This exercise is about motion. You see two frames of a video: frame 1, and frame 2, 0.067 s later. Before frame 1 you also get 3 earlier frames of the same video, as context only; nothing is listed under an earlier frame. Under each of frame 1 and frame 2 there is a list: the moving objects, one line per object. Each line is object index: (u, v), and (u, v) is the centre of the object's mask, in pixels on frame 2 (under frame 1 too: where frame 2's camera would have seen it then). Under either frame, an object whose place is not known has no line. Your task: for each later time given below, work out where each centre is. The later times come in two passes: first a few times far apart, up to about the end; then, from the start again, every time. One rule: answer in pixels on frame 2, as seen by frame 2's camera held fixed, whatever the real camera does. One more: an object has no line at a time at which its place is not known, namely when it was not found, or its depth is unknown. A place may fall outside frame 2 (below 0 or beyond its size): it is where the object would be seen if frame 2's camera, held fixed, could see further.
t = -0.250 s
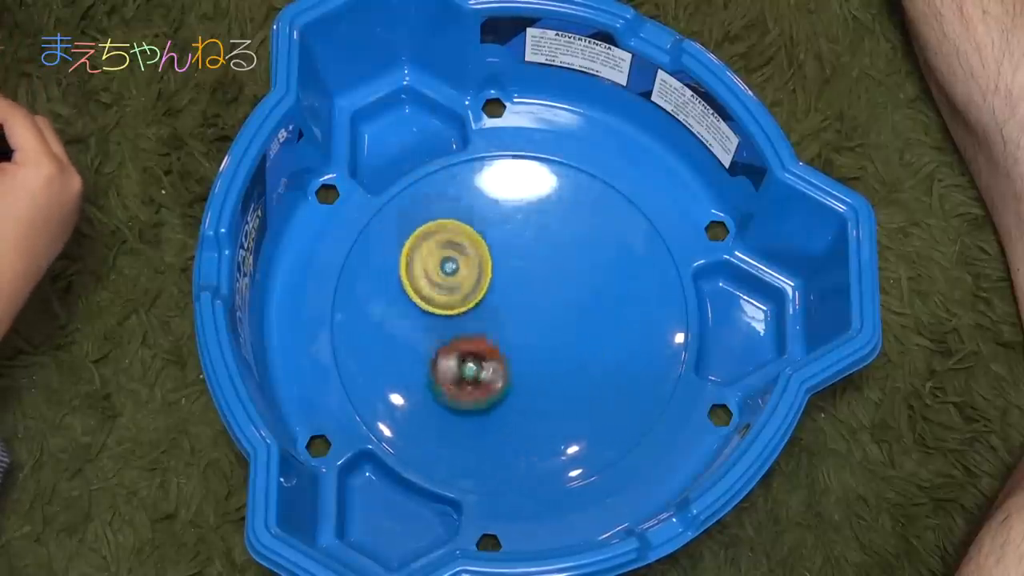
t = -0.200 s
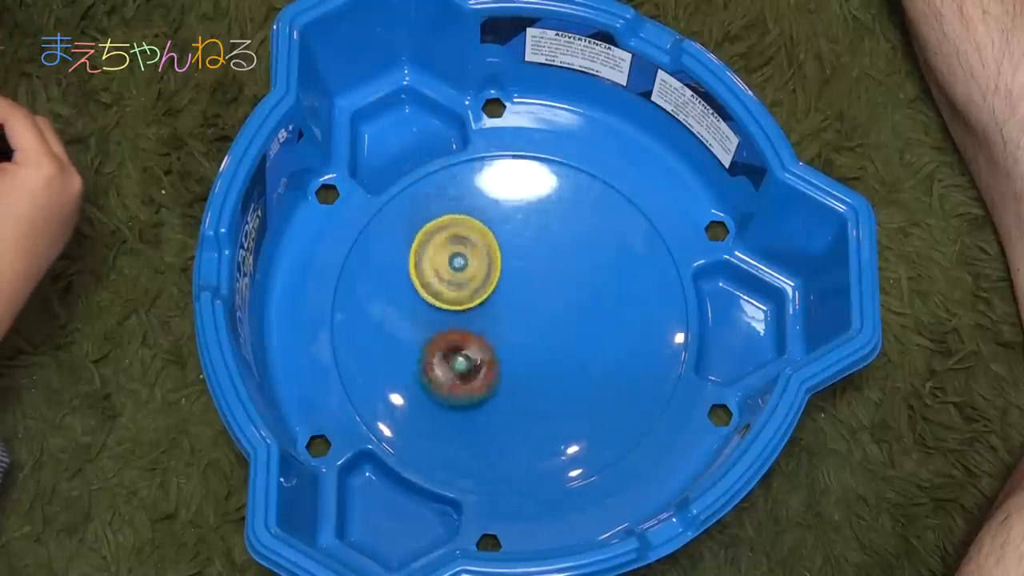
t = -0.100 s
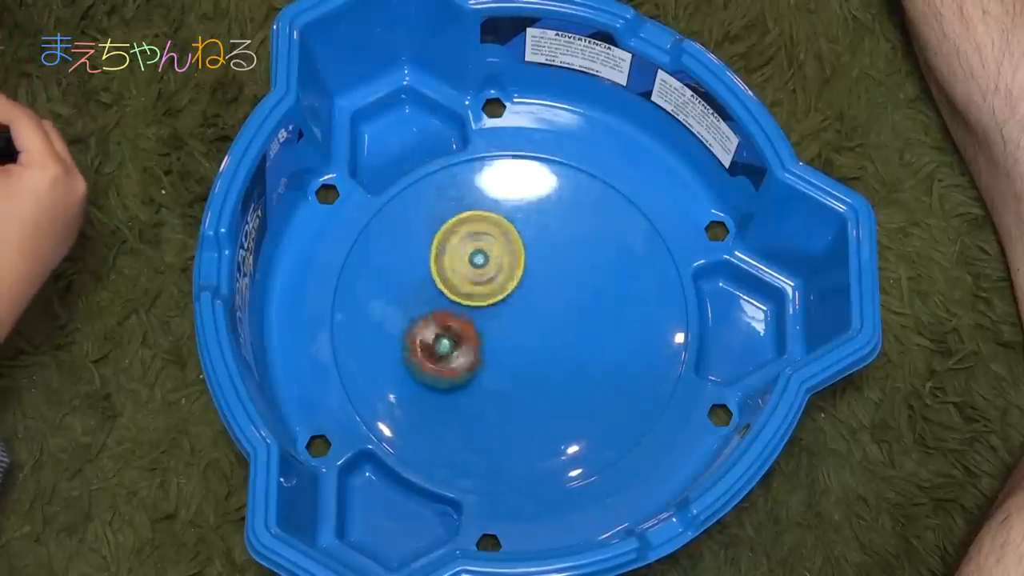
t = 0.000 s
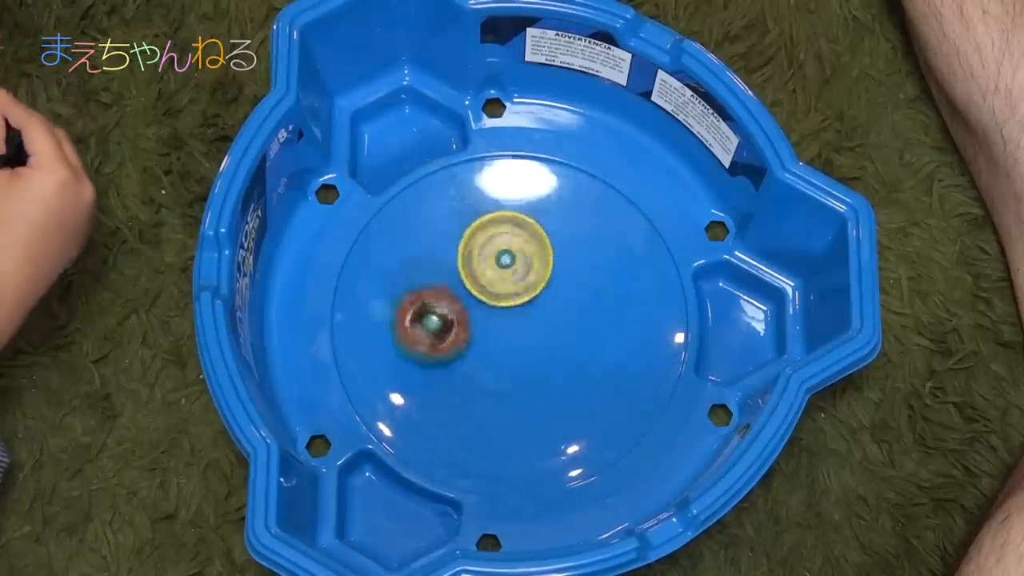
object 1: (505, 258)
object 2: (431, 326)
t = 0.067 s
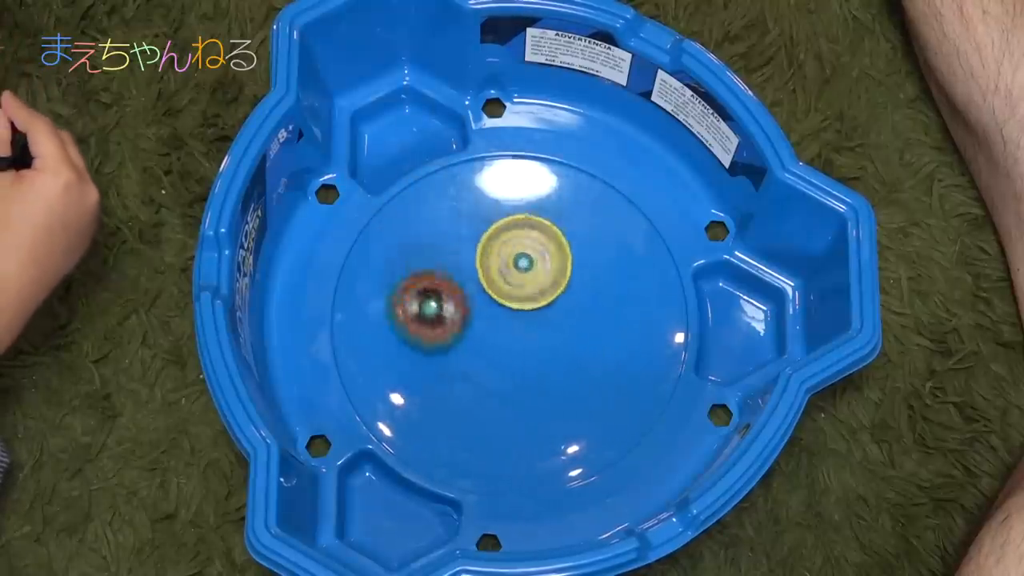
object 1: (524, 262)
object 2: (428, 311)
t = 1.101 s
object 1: (440, 330)
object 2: (558, 316)
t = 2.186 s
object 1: (538, 365)
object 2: (474, 297)
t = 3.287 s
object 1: (554, 264)
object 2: (550, 346)
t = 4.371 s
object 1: (448, 341)
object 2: (499, 246)
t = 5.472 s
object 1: (485, 337)
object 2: (510, 262)
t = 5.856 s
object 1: (490, 326)
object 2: (532, 264)
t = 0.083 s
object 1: (529, 263)
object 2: (428, 308)
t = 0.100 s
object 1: (533, 265)
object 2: (426, 303)
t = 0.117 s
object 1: (538, 267)
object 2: (428, 299)
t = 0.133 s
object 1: (543, 268)
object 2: (429, 297)
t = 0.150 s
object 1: (547, 271)
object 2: (428, 294)
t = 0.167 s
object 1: (551, 273)
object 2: (430, 289)
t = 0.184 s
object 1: (555, 276)
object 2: (433, 285)
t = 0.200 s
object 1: (559, 279)
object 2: (433, 284)
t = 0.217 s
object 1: (561, 282)
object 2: (433, 279)
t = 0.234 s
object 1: (564, 284)
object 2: (437, 274)
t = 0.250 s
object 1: (567, 288)
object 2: (439, 273)
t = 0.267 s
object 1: (569, 291)
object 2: (440, 270)
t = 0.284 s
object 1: (570, 294)
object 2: (442, 266)
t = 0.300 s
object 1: (573, 298)
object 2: (446, 263)
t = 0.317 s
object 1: (573, 301)
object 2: (448, 261)
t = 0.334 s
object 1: (574, 305)
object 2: (449, 258)
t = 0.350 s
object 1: (575, 308)
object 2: (454, 256)
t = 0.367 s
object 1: (575, 313)
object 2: (458, 255)
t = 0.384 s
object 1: (574, 315)
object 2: (460, 253)
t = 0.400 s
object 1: (574, 319)
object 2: (463, 249)
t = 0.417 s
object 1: (573, 323)
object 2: (468, 248)
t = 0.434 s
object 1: (571, 326)
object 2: (472, 247)
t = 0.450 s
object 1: (571, 329)
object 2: (474, 246)
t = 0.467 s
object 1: (569, 333)
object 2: (479, 245)
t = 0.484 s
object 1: (566, 336)
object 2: (484, 244)
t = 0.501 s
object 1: (564, 339)
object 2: (486, 244)
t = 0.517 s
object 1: (562, 343)
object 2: (489, 243)
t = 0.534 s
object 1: (559, 346)
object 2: (495, 243)
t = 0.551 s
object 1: (556, 349)
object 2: (498, 244)
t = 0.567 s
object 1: (553, 352)
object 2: (500, 244)
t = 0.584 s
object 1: (550, 355)
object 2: (505, 244)
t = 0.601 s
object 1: (546, 358)
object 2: (510, 244)
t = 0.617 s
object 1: (543, 360)
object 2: (512, 246)
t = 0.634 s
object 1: (539, 363)
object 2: (515, 246)
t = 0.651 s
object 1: (534, 365)
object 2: (520, 247)
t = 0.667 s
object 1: (531, 367)
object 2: (523, 249)
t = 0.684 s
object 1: (527, 369)
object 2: (526, 251)
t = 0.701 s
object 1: (522, 370)
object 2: (529, 251)
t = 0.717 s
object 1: (517, 372)
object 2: (534, 253)
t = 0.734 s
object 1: (513, 373)
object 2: (537, 256)
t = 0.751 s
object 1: (508, 374)
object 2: (538, 258)
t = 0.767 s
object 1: (504, 374)
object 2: (541, 259)
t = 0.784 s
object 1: (500, 375)
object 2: (546, 262)
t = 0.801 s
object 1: (495, 375)
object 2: (547, 264)
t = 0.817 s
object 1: (490, 375)
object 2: (549, 266)
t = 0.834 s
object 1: (487, 373)
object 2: (552, 268)
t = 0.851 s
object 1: (483, 373)
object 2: (554, 272)
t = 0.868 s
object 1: (478, 372)
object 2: (554, 274)
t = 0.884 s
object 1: (474, 370)
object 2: (556, 277)
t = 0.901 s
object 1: (471, 368)
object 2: (559, 279)
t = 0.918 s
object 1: (467, 366)
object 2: (560, 283)
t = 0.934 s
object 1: (463, 363)
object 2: (560, 285)
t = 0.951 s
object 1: (461, 361)
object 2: (561, 287)
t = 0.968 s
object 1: (457, 358)
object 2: (562, 292)
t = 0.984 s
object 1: (454, 355)
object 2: (561, 295)
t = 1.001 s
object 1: (452, 352)
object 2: (560, 296)
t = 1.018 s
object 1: (449, 349)
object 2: (562, 299)
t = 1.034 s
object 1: (447, 346)
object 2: (562, 303)
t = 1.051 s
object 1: (445, 341)
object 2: (560, 307)
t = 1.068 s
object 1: (444, 338)
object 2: (560, 309)
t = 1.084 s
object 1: (442, 335)
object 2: (561, 312)
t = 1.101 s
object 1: (440, 330)
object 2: (558, 316)
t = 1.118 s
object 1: (440, 326)
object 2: (556, 318)
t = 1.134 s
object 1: (439, 322)
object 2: (555, 320)
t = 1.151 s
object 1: (438, 318)
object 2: (555, 324)
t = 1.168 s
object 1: (438, 313)
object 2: (552, 328)
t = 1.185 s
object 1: (439, 310)
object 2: (551, 329)
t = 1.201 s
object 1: (439, 305)
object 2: (551, 331)
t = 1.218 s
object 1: (439, 301)
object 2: (549, 335)
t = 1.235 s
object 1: (440, 296)
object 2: (546, 336)
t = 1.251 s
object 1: (441, 293)
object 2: (545, 338)
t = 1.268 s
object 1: (442, 289)
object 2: (544, 340)
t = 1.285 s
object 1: (445, 284)
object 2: (540, 343)
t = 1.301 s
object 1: (446, 281)
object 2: (537, 345)
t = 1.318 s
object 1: (448, 278)
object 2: (536, 345)
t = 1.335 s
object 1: (450, 274)
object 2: (535, 348)
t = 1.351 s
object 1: (454, 271)
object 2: (531, 350)
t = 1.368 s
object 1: (456, 268)
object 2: (529, 351)
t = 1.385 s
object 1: (458, 265)
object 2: (528, 351)
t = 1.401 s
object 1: (462, 262)
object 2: (526, 354)
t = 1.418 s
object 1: (465, 261)
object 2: (522, 355)
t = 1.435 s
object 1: (468, 259)
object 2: (521, 355)
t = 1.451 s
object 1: (472, 256)
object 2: (520, 355)
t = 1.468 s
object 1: (477, 255)
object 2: (517, 357)
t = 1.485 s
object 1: (480, 255)
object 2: (514, 357)
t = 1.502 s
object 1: (484, 253)
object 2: (513, 357)
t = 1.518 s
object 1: (489, 252)
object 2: (512, 357)
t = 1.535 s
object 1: (493, 253)
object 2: (509, 358)
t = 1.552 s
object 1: (497, 252)
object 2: (504, 357)
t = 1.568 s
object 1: (501, 252)
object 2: (504, 356)
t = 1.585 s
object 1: (506, 252)
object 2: (503, 356)
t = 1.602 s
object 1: (510, 254)
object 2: (500, 356)
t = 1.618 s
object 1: (514, 254)
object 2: (496, 355)
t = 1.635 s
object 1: (519, 255)
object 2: (494, 354)
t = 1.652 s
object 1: (524, 257)
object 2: (494, 354)
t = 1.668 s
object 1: (528, 259)
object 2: (489, 352)
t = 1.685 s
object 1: (532, 260)
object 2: (487, 350)
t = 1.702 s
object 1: (537, 262)
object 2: (486, 349)
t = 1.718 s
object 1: (540, 265)
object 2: (485, 349)
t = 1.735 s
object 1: (544, 267)
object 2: (481, 348)
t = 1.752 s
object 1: (548, 270)
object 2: (479, 345)
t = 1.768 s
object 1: (552, 273)
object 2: (478, 344)
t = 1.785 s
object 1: (554, 277)
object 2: (477, 344)
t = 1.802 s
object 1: (557, 280)
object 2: (474, 342)
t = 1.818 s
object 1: (560, 283)
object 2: (474, 340)
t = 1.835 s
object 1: (562, 288)
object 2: (474, 339)
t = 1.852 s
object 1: (564, 291)
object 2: (473, 338)
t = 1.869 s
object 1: (566, 295)
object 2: (471, 336)
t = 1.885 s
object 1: (568, 299)
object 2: (471, 332)
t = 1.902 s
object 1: (568, 304)
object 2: (471, 331)
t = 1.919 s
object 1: (569, 307)
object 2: (470, 331)
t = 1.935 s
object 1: (569, 311)
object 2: (468, 327)
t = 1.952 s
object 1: (570, 316)
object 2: (470, 325)
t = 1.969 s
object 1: (569, 320)
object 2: (470, 324)
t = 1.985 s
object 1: (568, 323)
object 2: (470, 323)
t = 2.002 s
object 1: (568, 328)
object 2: (469, 321)
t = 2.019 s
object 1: (566, 332)
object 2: (469, 318)
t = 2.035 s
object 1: (564, 336)
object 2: (470, 316)
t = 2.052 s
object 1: (563, 339)
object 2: (470, 314)
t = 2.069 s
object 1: (561, 343)
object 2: (469, 312)
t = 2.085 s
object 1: (558, 347)
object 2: (471, 310)
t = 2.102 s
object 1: (555, 350)
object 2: (472, 309)
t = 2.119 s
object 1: (552, 354)
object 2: (473, 308)
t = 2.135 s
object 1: (549, 357)
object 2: (471, 305)
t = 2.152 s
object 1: (545, 360)
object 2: (474, 302)
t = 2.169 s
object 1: (542, 362)
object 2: (475, 299)
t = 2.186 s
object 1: (538, 365)
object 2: (474, 297)
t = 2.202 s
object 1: (534, 367)
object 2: (475, 296)
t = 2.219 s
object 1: (529, 370)
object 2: (477, 294)
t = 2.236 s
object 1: (525, 371)
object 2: (478, 294)
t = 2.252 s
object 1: (521, 373)
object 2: (478, 293)
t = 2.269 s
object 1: (516, 374)
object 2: (478, 291)
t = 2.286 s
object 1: (511, 375)
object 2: (480, 289)
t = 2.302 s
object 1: (508, 375)
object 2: (482, 288)
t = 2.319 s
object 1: (503, 376)
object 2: (482, 287)
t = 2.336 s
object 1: (498, 376)
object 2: (482, 285)
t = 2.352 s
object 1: (494, 375)
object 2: (484, 285)
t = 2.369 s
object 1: (490, 374)
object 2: (486, 285)
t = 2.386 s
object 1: (486, 373)
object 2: (486, 285)
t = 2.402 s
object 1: (481, 372)
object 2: (487, 284)
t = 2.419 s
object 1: (477, 370)
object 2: (490, 282)
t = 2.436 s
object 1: (473, 368)
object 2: (492, 283)
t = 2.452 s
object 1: (470, 366)
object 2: (491, 282)
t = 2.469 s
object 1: (465, 363)
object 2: (492, 281)
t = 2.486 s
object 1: (462, 360)
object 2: (495, 281)
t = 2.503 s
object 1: (460, 358)
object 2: (496, 282)
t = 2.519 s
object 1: (456, 354)
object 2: (496, 283)
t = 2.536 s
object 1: (453, 351)
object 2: (496, 282)
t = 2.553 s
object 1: (451, 347)
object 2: (499, 282)
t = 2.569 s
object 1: (449, 344)
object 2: (502, 283)
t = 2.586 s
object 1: (446, 340)
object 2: (502, 283)
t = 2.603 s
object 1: (444, 336)
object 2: (503, 283)
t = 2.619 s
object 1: (443, 332)
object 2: (506, 284)
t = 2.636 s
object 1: (442, 327)
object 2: (508, 285)
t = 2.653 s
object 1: (440, 323)
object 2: (508, 286)
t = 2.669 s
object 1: (438, 319)
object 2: (510, 286)
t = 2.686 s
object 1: (437, 314)
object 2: (514, 286)
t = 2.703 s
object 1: (438, 310)
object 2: (518, 286)
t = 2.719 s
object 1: (438, 306)
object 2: (520, 286)
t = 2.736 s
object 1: (439, 300)
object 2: (521, 286)
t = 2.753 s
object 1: (441, 296)
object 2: (525, 285)
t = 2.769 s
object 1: (442, 293)
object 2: (529, 286)
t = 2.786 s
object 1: (443, 288)
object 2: (530, 288)
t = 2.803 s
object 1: (446, 283)
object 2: (531, 287)
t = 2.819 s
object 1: (448, 278)
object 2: (533, 286)
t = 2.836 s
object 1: (451, 275)
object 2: (536, 287)
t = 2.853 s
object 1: (453, 272)
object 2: (538, 288)
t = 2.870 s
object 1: (456, 268)
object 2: (539, 289)
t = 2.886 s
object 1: (460, 265)
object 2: (540, 289)
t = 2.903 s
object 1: (463, 263)
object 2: (542, 289)
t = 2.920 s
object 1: (466, 260)
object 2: (542, 290)
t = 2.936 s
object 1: (470, 256)
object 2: (543, 291)
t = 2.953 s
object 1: (473, 254)
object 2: (544, 291)
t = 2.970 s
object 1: (477, 251)
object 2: (547, 293)
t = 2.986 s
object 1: (480, 249)
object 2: (551, 296)
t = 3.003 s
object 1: (484, 245)
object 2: (552, 301)
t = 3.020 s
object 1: (488, 244)
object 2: (553, 302)
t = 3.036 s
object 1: (492, 244)
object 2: (555, 303)
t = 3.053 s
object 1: (496, 243)
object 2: (559, 305)
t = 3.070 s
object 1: (500, 243)
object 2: (559, 309)
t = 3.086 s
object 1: (505, 244)
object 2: (560, 311)
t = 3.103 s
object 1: (509, 245)
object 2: (560, 312)
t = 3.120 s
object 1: (513, 246)
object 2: (562, 313)
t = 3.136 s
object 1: (518, 247)
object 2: (563, 317)
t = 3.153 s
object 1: (522, 248)
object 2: (562, 319)
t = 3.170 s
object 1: (527, 249)
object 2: (561, 321)
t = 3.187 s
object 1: (530, 250)
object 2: (561, 325)
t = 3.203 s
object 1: (535, 251)
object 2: (561, 328)
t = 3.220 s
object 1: (539, 254)
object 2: (559, 332)
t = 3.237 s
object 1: (543, 257)
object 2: (556, 336)
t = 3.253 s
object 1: (547, 259)
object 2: (555, 337)
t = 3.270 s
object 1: (550, 263)
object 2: (553, 342)
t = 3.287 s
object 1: (554, 264)
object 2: (550, 346)
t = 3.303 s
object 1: (559, 269)
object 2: (546, 351)
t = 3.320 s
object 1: (561, 272)
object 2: (542, 352)
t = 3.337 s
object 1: (563, 276)
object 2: (539, 353)
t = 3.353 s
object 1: (566, 279)
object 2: (537, 354)
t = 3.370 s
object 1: (569, 284)
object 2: (532, 356)
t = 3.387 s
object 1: (571, 290)
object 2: (526, 359)
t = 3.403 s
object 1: (572, 294)
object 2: (521, 359)
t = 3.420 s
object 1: (573, 298)
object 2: (518, 359)
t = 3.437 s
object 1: (576, 302)
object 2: (515, 359)
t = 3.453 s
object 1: (578, 307)
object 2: (511, 360)
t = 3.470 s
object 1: (580, 312)
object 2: (506, 359)
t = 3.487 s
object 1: (580, 317)
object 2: (501, 357)
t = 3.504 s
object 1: (580, 322)
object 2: (499, 355)
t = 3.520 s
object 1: (580, 326)
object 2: (497, 354)
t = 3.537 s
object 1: (580, 331)
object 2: (495, 352)
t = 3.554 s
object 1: (578, 336)
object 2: (490, 349)
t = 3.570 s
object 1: (577, 340)
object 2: (487, 344)
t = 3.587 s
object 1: (575, 344)
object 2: (485, 342)
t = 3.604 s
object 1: (573, 348)
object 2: (484, 339)
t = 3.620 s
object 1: (571, 351)
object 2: (480, 335)
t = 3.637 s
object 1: (568, 355)
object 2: (476, 332)
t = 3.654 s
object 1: (565, 359)
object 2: (473, 326)
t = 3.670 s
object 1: (562, 362)
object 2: (470, 322)
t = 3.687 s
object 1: (559, 365)
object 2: (468, 318)
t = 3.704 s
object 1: (557, 367)
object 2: (466, 315)
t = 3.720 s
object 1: (553, 370)
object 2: (463, 312)
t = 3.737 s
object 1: (549, 372)
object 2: (458, 306)
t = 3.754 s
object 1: (545, 374)
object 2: (454, 301)
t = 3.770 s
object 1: (541, 375)
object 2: (452, 297)
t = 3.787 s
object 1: (537, 376)
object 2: (450, 294)
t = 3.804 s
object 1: (533, 377)
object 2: (447, 290)
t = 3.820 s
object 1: (528, 378)
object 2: (445, 288)
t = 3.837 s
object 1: (524, 379)
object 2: (440, 284)
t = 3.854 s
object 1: (520, 379)
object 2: (438, 281)
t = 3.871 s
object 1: (516, 378)
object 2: (436, 278)
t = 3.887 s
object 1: (512, 378)
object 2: (434, 275)
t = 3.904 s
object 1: (508, 378)
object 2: (433, 274)
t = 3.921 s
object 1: (503, 377)
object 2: (431, 273)
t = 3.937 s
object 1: (498, 376)
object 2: (430, 273)
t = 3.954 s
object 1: (494, 374)
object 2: (428, 272)
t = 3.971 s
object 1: (490, 373)
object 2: (426, 270)
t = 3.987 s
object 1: (486, 371)
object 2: (426, 269)
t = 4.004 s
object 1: (482, 369)
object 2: (426, 269)
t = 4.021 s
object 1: (478, 366)
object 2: (428, 268)
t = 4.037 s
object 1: (474, 363)
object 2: (429, 270)
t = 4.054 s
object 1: (471, 361)
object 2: (431, 271)
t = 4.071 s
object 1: (468, 358)
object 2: (432, 272)
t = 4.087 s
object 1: (465, 356)
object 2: (432, 274)
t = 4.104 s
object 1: (461, 353)
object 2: (434, 274)
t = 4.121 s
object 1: (459, 352)
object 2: (436, 273)
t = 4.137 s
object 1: (457, 351)
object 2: (439, 273)
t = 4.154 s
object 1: (454, 353)
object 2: (442, 270)
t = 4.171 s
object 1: (452, 353)
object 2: (446, 267)
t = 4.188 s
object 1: (450, 354)
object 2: (450, 265)
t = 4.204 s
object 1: (448, 355)
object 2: (453, 262)
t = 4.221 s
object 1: (446, 354)
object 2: (457, 260)
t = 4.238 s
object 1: (445, 353)
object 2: (461, 258)
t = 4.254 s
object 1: (444, 352)
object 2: (465, 256)
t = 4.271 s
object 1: (445, 351)
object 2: (470, 254)
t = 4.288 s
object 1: (445, 350)
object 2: (474, 253)
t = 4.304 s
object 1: (445, 348)
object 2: (478, 251)
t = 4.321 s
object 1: (446, 348)
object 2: (484, 248)
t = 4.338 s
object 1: (446, 346)
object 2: (490, 247)
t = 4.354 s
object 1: (447, 343)
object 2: (494, 247)
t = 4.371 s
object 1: (448, 341)
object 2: (499, 246)
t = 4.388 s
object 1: (449, 339)
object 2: (505, 245)
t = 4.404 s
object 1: (451, 337)
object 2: (510, 245)
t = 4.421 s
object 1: (453, 334)
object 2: (515, 245)
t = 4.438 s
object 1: (455, 332)
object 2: (519, 246)
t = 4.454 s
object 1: (457, 330)
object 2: (523, 246)
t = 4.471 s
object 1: (459, 327)
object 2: (526, 247)
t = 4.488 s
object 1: (463, 324)
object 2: (529, 247)
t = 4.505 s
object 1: (465, 320)
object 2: (532, 249)
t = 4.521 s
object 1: (469, 317)
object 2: (534, 251)
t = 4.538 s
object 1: (472, 314)
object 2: (536, 252)
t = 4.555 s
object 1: (476, 313)
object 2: (538, 253)
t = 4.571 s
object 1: (477, 311)
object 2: (542, 253)
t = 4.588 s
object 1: (477, 311)
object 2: (545, 253)
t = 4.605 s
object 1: (478, 310)
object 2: (548, 253)
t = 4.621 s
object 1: (479, 309)
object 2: (551, 253)
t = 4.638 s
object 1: (480, 309)
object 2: (552, 253)
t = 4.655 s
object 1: (482, 309)
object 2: (554, 253)
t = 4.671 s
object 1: (484, 309)
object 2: (555, 254)
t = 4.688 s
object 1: (485, 310)
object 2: (555, 254)
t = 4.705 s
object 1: (486, 311)
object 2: (556, 254)
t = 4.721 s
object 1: (487, 312)
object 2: (555, 255)
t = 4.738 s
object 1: (488, 312)
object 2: (555, 255)
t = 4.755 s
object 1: (490, 313)
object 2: (554, 255)
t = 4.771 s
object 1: (491, 314)
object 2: (554, 255)
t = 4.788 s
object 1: (492, 316)
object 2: (553, 255)
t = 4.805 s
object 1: (493, 317)
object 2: (553, 255)
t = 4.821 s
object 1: (495, 319)
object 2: (553, 256)
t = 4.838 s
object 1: (496, 321)
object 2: (552, 256)
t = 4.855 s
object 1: (497, 324)
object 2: (552, 257)
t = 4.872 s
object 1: (497, 327)
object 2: (550, 258)
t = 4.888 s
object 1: (497, 329)
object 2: (548, 259)
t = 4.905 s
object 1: (497, 330)
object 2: (547, 260)
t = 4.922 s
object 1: (497, 331)
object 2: (545, 261)
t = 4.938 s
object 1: (498, 332)
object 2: (542, 261)
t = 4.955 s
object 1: (498, 333)
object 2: (540, 261)
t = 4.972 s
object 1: (498, 334)
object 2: (536, 262)
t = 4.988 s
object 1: (498, 335)
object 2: (534, 262)
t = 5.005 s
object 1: (498, 335)
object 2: (529, 263)
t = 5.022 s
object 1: (497, 335)
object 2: (526, 263)
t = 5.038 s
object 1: (497, 335)
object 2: (523, 263)
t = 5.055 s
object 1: (497, 335)
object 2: (520, 263)
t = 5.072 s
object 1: (495, 335)
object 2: (518, 262)
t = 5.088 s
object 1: (493, 336)
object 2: (516, 262)
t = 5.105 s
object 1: (491, 337)
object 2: (515, 262)
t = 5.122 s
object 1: (489, 338)
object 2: (514, 261)
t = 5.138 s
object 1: (486, 339)
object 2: (513, 262)
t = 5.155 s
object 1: (485, 340)
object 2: (512, 262)
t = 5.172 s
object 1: (483, 341)
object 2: (511, 262)
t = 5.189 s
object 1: (481, 341)
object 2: (510, 262)
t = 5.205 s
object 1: (479, 342)
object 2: (509, 262)
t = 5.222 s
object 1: (478, 341)
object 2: (509, 261)
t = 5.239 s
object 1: (477, 341)
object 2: (508, 261)
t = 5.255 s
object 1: (477, 341)
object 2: (508, 261)
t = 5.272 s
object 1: (477, 340)
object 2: (508, 261)
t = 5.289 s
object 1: (477, 340)
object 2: (507, 261)
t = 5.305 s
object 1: (477, 339)
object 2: (507, 261)
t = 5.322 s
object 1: (478, 339)
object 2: (507, 261)
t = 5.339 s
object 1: (478, 338)
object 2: (507, 261)
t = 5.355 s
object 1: (479, 338)
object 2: (507, 261)
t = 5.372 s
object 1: (480, 338)
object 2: (507, 261)
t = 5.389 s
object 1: (481, 338)
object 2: (508, 261)
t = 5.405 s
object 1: (482, 337)
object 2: (508, 261)
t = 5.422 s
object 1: (483, 337)
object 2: (508, 261)
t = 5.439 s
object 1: (484, 337)
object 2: (509, 262)
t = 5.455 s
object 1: (484, 337)
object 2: (509, 262)
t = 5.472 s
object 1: (485, 337)
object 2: (510, 262)
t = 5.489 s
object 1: (486, 337)
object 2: (511, 262)
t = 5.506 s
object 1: (487, 336)
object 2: (512, 262)
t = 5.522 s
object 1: (488, 336)
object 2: (513, 262)
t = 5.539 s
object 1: (489, 335)
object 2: (514, 262)
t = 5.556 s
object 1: (489, 334)
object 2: (515, 263)
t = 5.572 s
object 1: (490, 334)
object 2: (517, 262)
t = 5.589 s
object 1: (491, 333)
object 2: (518, 263)
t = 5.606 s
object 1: (493, 332)
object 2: (519, 263)
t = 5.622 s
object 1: (494, 331)
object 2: (521, 263)
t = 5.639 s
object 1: (495, 330)
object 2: (522, 262)
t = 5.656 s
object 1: (496, 328)
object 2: (523, 262)
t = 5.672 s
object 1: (497, 326)
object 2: (524, 262)
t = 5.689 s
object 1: (498, 326)
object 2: (525, 262)
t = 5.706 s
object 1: (497, 326)
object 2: (527, 262)
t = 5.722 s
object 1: (496, 325)
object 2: (528, 262)
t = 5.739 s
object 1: (495, 326)
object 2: (529, 262)
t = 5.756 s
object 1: (494, 326)
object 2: (531, 262)
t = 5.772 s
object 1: (493, 326)
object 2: (531, 263)
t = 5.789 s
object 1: (492, 326)
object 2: (532, 264)
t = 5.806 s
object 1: (491, 326)
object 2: (532, 264)
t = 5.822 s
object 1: (491, 326)
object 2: (532, 264)
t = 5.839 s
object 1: (490, 326)
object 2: (532, 264)
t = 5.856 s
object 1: (490, 326)
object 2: (532, 264)
